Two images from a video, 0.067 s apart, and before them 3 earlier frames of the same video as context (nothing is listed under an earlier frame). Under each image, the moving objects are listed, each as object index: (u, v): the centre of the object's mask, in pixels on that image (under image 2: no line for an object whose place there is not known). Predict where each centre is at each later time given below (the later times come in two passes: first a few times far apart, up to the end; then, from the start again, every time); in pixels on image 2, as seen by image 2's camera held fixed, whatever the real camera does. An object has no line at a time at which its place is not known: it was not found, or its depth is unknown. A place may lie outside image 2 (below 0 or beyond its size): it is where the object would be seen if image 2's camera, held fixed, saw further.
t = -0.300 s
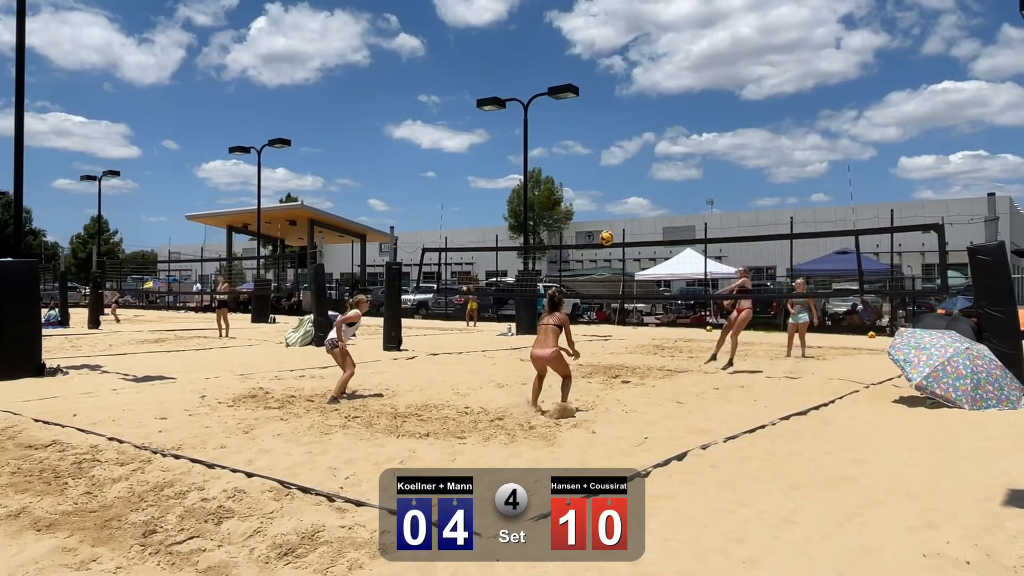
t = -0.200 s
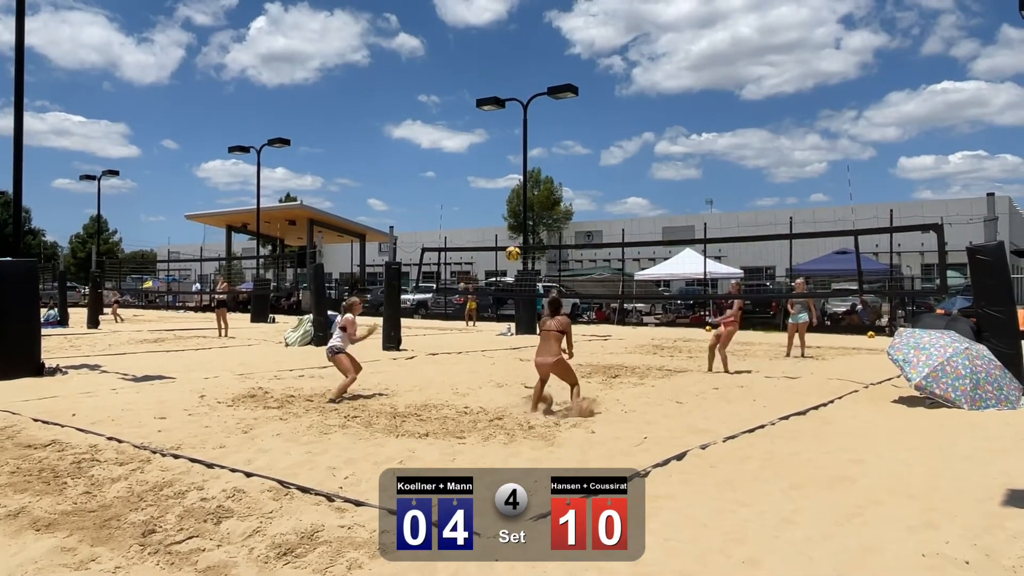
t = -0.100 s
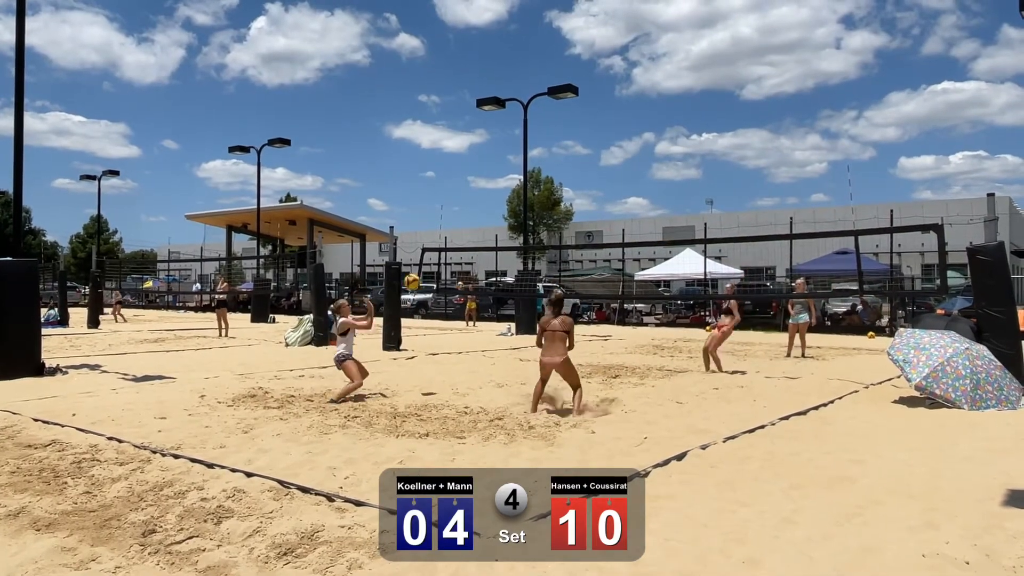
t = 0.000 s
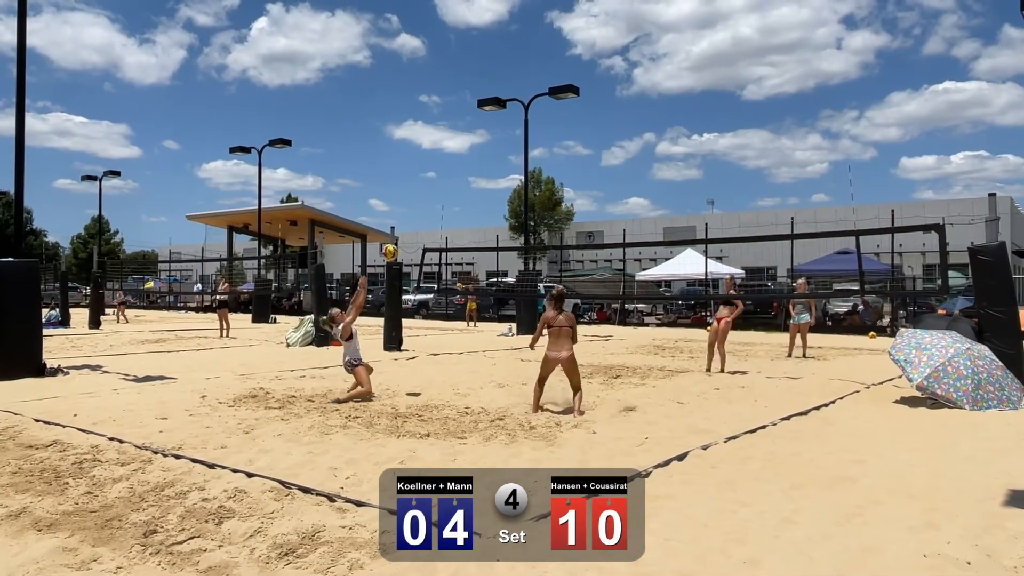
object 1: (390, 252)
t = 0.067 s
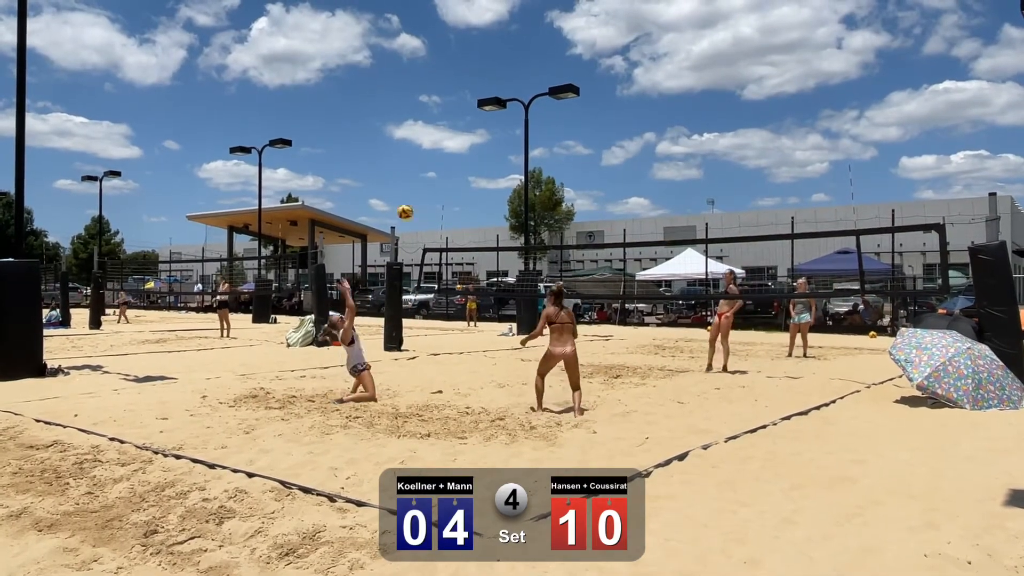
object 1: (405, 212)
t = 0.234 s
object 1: (440, 131)
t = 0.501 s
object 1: (489, 53)
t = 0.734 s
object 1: (529, 29)
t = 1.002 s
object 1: (570, 45)
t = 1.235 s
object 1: (602, 89)
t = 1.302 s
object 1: (611, 107)
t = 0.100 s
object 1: (412, 194)
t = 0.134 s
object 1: (419, 177)
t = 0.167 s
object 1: (426, 160)
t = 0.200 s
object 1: (433, 146)
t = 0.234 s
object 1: (440, 131)
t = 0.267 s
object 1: (446, 118)
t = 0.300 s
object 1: (452, 106)
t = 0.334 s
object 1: (459, 94)
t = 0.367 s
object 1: (465, 84)
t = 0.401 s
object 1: (471, 75)
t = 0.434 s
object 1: (477, 67)
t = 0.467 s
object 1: (483, 59)
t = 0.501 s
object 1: (489, 53)
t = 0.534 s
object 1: (495, 47)
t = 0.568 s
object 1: (500, 42)
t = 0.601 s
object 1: (506, 38)
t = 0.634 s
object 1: (512, 35)
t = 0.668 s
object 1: (517, 32)
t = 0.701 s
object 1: (523, 30)
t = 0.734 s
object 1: (529, 29)
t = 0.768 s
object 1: (534, 28)
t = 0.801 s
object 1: (539, 29)
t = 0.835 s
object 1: (545, 30)
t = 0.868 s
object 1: (550, 31)
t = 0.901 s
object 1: (554, 34)
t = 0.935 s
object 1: (560, 37)
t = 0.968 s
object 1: (565, 40)
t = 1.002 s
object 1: (570, 45)
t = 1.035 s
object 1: (574, 49)
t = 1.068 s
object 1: (580, 54)
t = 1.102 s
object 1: (584, 61)
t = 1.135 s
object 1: (589, 66)
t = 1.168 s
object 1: (593, 74)
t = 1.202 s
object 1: (598, 81)
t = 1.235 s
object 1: (602, 89)
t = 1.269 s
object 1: (607, 98)
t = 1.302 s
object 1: (611, 107)
